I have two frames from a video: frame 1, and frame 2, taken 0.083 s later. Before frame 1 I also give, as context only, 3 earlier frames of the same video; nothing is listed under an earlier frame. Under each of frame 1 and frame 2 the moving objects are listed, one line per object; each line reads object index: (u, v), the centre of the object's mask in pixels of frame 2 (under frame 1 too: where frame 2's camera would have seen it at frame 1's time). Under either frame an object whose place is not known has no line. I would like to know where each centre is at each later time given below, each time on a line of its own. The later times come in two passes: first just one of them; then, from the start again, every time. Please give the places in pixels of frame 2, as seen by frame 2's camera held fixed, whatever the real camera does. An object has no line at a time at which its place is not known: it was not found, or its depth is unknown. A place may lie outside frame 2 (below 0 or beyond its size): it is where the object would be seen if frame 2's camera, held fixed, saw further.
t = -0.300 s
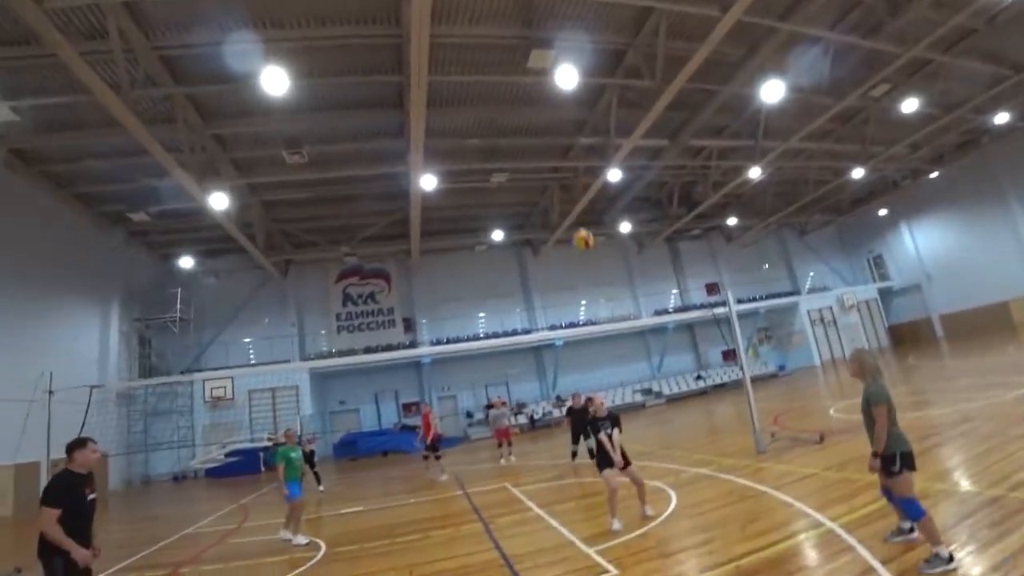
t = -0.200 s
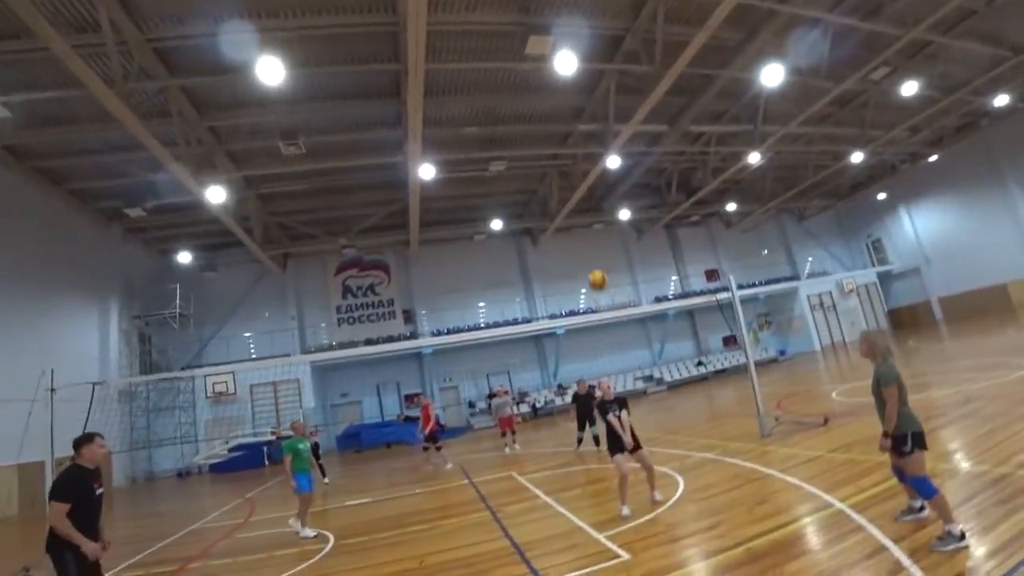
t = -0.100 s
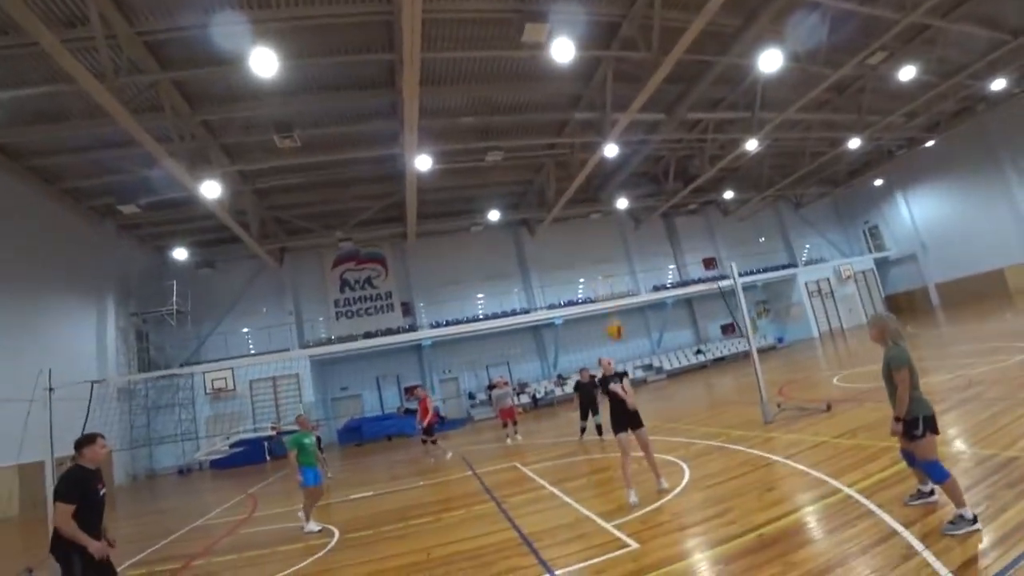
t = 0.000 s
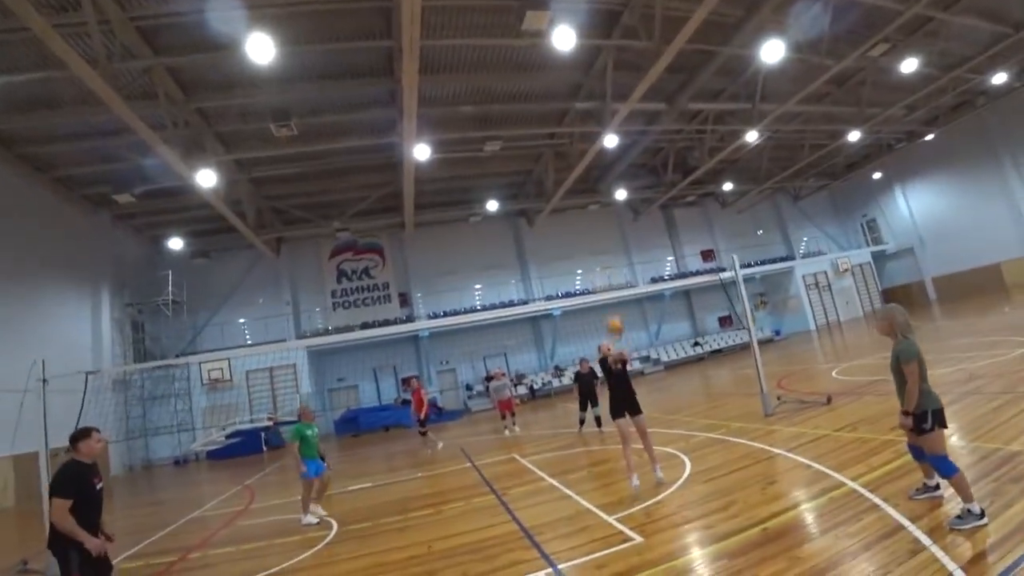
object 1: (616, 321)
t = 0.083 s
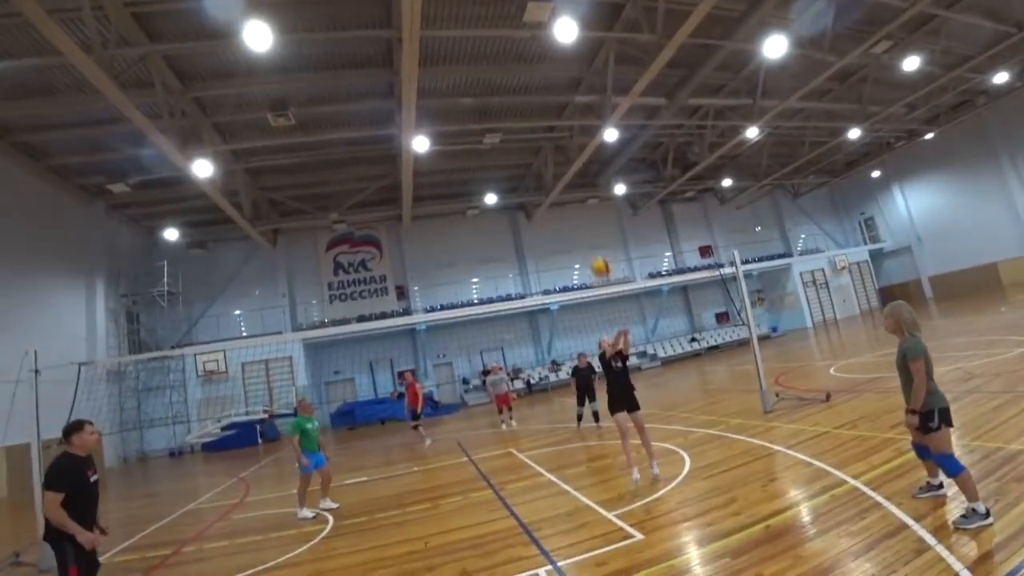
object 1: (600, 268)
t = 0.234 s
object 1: (579, 177)
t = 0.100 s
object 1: (598, 257)
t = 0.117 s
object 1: (596, 246)
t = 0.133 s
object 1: (594, 235)
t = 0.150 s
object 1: (592, 224)
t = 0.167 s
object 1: (590, 214)
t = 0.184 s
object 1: (587, 204)
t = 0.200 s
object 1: (585, 194)
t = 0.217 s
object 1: (582, 185)
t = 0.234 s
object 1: (579, 177)
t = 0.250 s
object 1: (575, 166)
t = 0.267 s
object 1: (574, 157)
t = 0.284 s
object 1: (571, 148)
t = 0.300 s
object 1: (568, 141)
